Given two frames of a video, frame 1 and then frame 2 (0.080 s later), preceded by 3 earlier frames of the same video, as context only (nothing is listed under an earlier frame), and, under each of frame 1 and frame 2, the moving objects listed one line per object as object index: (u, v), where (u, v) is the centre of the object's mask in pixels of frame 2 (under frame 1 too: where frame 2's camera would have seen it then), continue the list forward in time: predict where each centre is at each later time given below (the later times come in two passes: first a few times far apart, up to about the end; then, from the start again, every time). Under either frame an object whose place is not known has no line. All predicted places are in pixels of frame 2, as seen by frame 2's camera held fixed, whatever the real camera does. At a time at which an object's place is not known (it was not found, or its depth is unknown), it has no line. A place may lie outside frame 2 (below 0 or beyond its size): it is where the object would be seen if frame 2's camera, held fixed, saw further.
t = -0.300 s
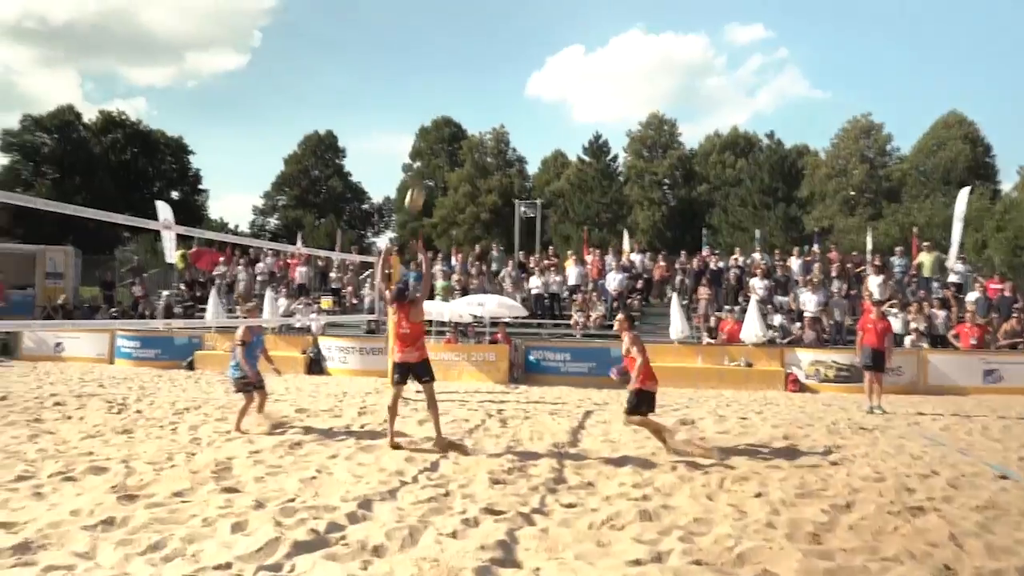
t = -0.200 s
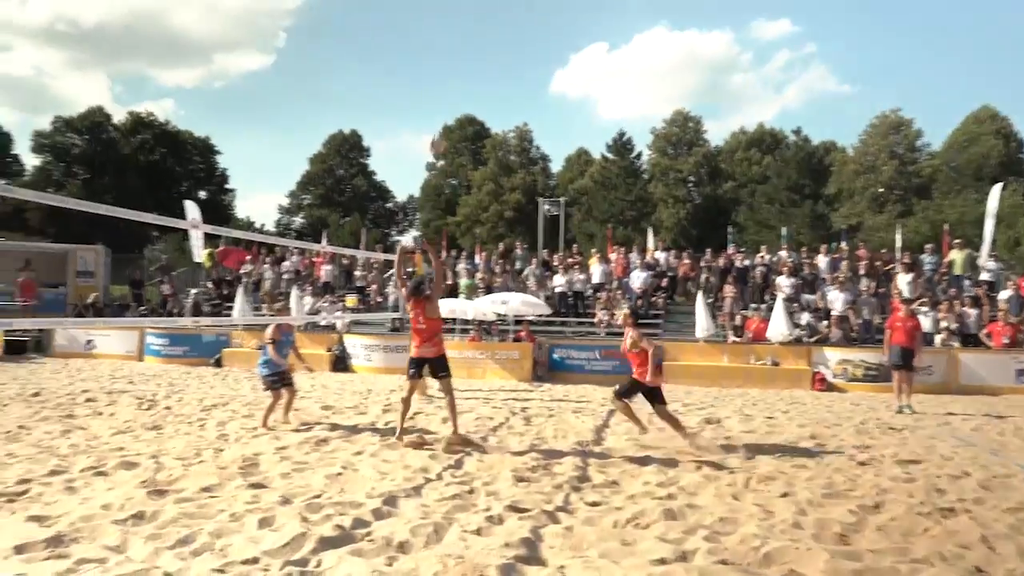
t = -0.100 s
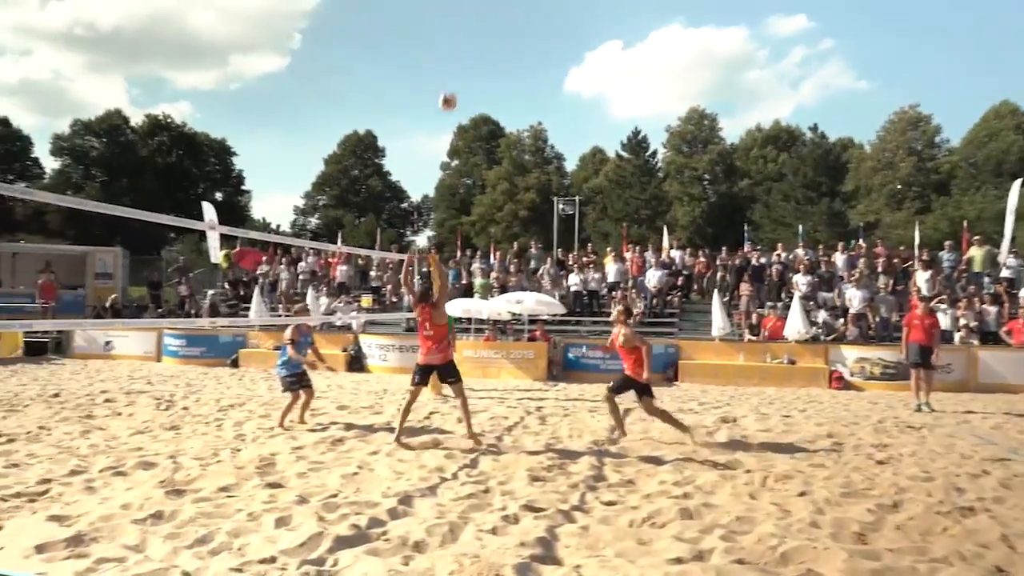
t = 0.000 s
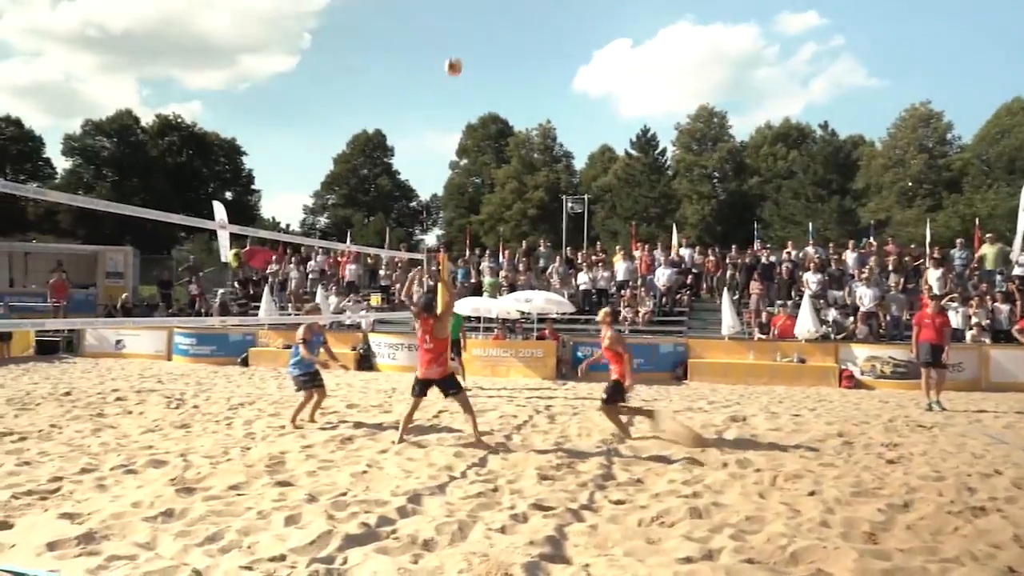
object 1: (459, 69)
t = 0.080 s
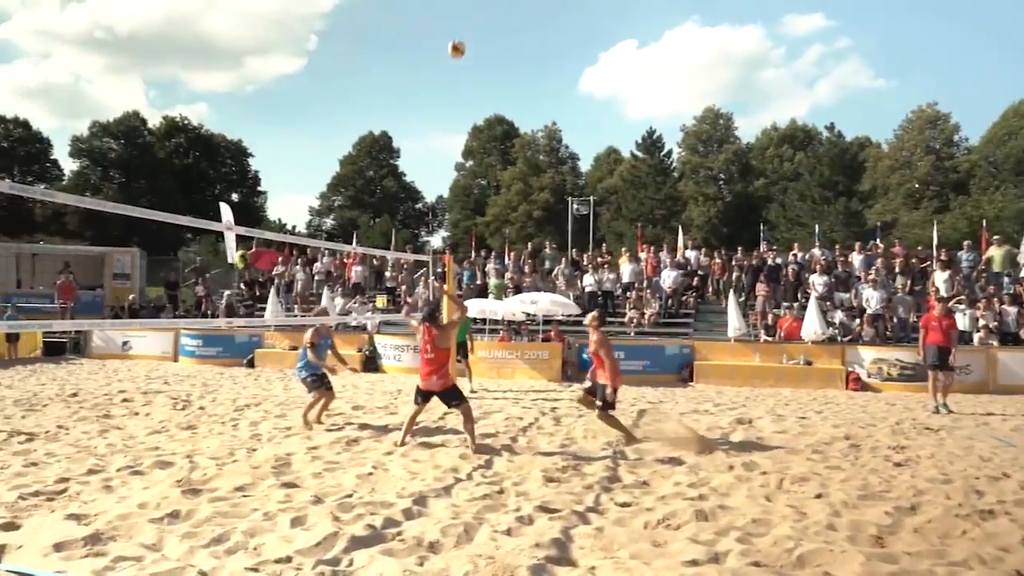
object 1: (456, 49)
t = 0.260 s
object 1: (448, 24)
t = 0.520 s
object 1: (436, 33)
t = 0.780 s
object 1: (426, 92)
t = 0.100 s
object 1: (455, 45)
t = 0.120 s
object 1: (455, 41)
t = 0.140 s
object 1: (454, 37)
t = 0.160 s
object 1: (453, 34)
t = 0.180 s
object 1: (452, 32)
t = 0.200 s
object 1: (451, 29)
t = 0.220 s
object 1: (450, 27)
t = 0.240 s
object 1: (448, 25)
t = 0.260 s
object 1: (448, 24)
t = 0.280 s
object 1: (447, 23)
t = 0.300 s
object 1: (446, 22)
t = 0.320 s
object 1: (446, 21)
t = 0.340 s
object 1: (445, 21)
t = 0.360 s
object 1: (445, 22)
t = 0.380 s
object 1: (444, 22)
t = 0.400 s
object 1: (443, 22)
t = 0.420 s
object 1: (443, 24)
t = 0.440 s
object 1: (441, 25)
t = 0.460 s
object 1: (440, 26)
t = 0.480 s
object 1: (439, 28)
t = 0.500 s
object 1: (438, 30)
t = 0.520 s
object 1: (436, 33)
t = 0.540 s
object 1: (435, 36)
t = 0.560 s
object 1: (435, 39)
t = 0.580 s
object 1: (435, 42)
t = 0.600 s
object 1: (434, 46)
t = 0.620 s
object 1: (434, 50)
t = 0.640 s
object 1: (433, 54)
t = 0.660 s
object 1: (432, 59)
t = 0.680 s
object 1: (430, 63)
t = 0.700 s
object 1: (429, 69)
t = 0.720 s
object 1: (428, 74)
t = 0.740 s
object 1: (428, 80)
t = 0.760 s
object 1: (427, 86)
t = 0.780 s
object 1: (426, 92)
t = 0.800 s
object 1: (426, 99)
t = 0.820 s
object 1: (426, 106)
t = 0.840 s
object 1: (425, 113)
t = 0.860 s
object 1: (424, 120)
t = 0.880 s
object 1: (422, 128)
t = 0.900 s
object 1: (422, 135)
